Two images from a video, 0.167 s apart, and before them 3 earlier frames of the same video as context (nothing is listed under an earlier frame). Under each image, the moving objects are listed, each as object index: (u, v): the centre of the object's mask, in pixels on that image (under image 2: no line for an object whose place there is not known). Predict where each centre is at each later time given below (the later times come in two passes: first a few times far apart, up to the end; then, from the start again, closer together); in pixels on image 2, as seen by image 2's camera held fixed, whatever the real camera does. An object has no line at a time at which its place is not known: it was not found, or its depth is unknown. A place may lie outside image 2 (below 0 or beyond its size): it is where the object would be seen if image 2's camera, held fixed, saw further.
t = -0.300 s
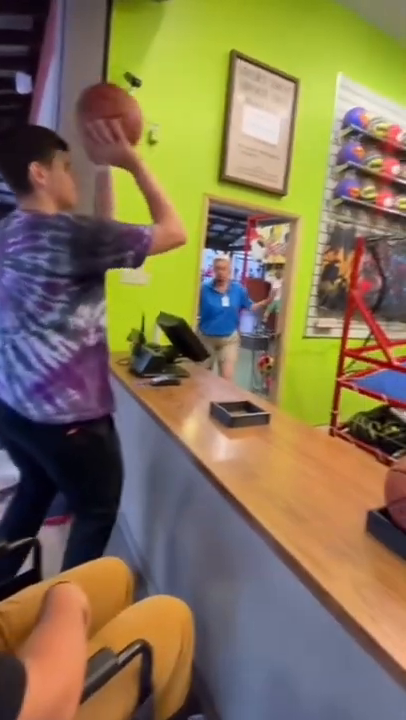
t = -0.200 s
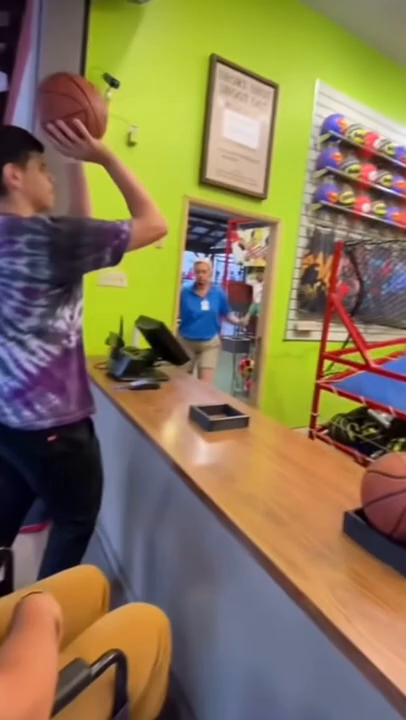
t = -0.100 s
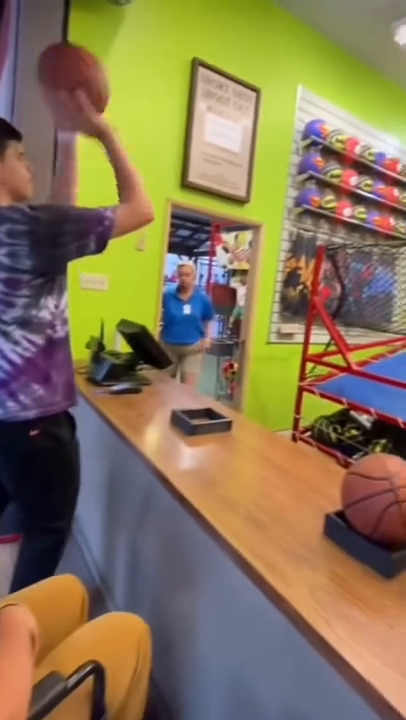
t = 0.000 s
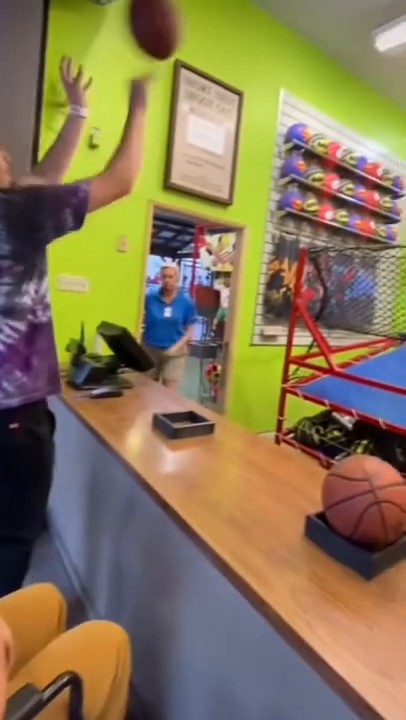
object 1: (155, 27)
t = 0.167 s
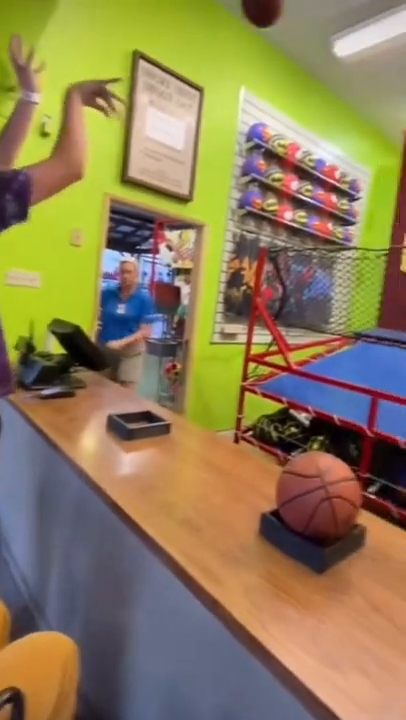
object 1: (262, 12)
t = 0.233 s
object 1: (301, 21)
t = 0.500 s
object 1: (396, 105)
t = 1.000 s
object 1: (391, 204)
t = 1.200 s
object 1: (318, 172)
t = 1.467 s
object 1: (194, 208)
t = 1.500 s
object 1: (176, 220)
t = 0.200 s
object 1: (283, 15)
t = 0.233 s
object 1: (301, 21)
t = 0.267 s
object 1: (318, 27)
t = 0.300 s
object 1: (334, 34)
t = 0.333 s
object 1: (346, 39)
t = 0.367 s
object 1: (358, 52)
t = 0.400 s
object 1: (369, 65)
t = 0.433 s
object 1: (379, 76)
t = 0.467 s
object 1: (388, 91)
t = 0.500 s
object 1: (396, 105)
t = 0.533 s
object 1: (403, 121)
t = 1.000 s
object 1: (391, 204)
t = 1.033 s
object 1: (379, 196)
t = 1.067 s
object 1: (368, 189)
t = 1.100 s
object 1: (357, 183)
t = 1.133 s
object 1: (344, 178)
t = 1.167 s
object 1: (331, 173)
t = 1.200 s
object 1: (318, 172)
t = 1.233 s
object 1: (304, 172)
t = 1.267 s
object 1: (290, 171)
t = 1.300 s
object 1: (274, 174)
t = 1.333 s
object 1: (258, 178)
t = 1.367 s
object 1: (243, 183)
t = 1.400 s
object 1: (227, 190)
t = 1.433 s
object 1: (210, 198)
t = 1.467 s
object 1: (194, 208)
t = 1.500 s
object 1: (176, 220)
